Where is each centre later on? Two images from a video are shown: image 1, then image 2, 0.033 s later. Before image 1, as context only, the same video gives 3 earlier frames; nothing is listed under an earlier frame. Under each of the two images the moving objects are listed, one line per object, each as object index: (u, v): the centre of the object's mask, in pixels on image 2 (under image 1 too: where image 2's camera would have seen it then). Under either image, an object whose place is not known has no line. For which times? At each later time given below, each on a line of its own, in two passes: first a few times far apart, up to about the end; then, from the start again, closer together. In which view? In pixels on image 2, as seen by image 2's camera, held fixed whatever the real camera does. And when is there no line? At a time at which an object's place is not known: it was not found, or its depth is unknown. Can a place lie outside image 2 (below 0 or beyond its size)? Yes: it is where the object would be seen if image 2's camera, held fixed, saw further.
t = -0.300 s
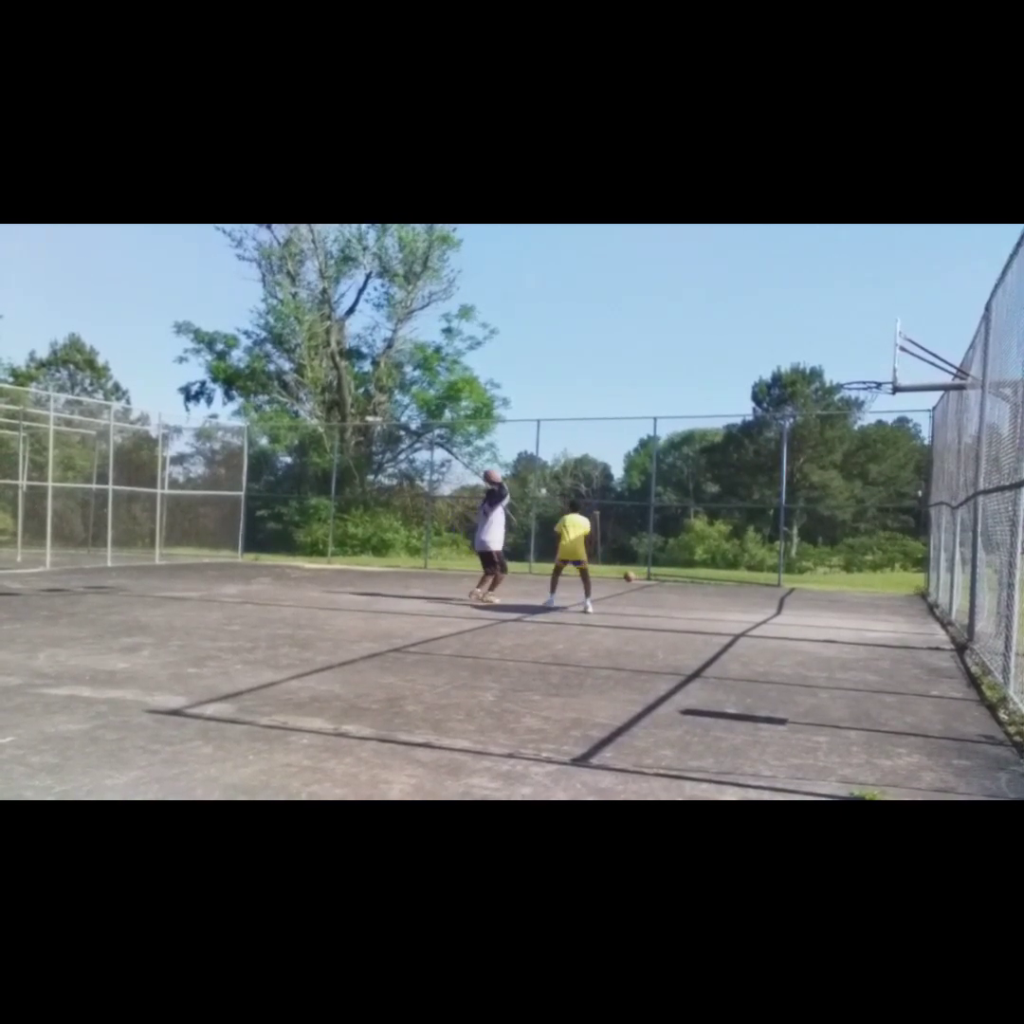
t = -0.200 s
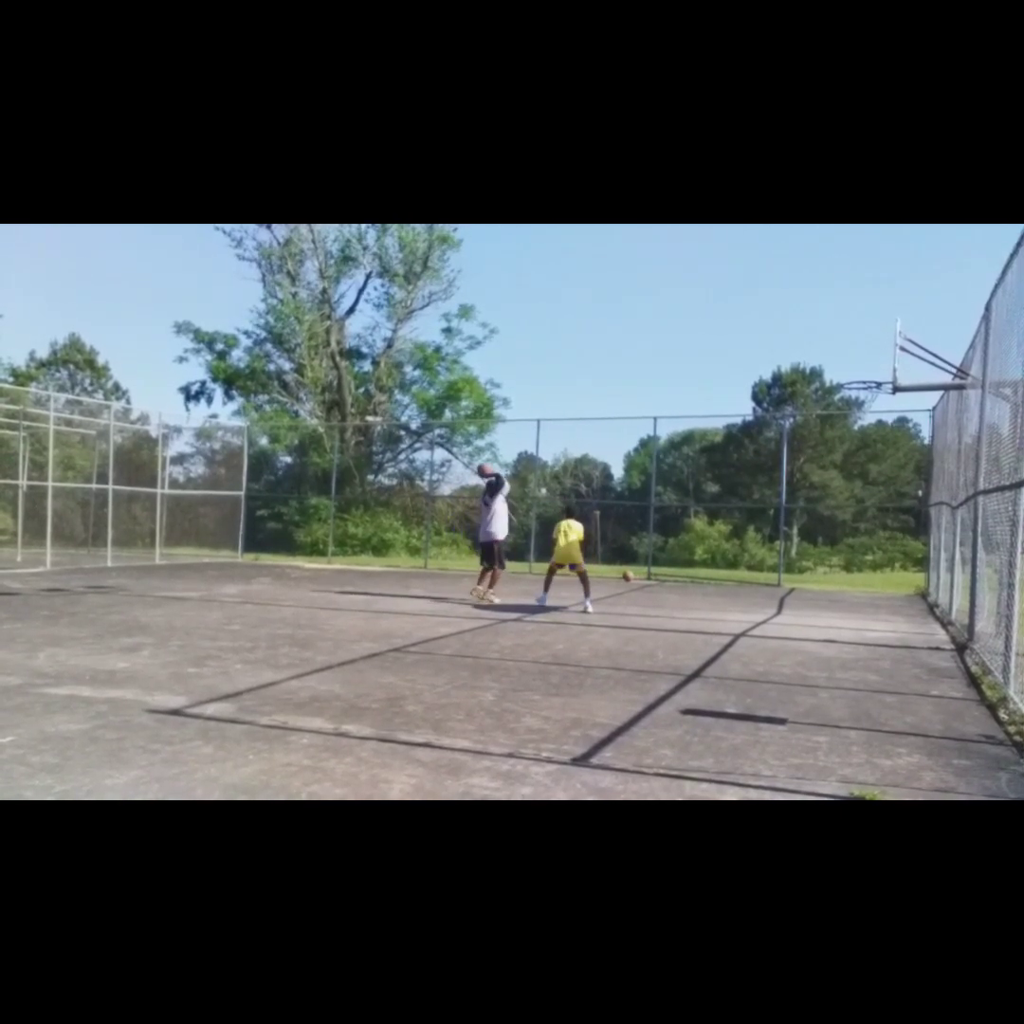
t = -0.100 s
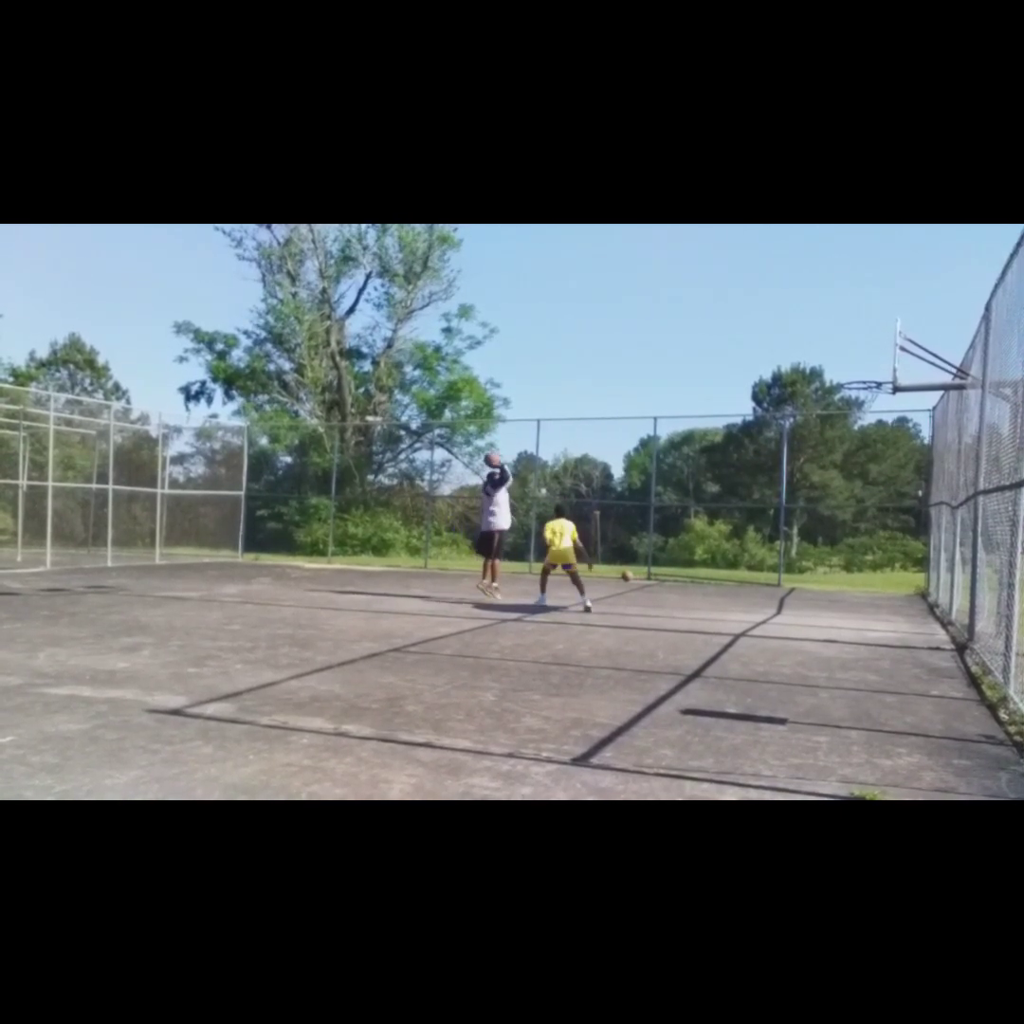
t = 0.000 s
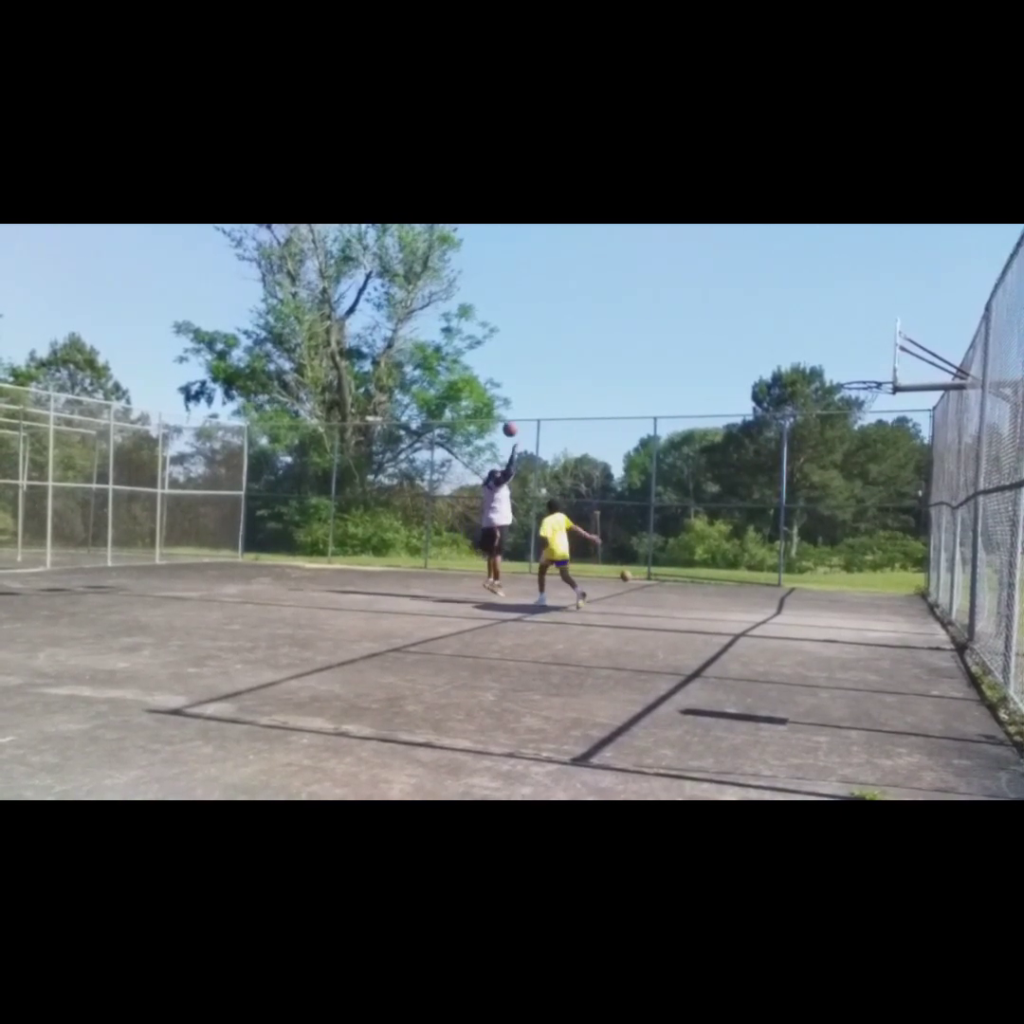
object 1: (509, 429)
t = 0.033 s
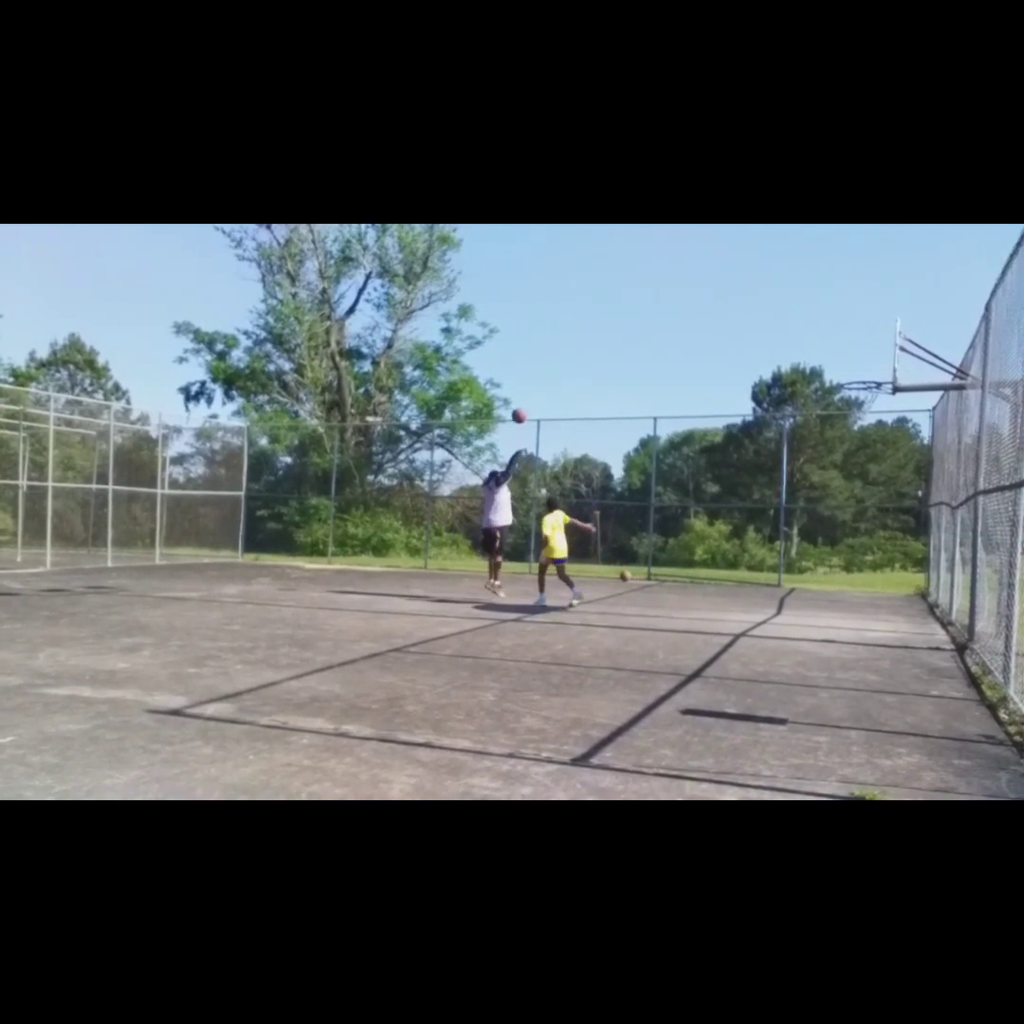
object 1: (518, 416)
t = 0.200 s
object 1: (564, 356)
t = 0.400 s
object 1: (620, 305)
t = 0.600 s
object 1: (677, 280)
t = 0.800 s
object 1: (736, 280)
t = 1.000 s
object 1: (797, 308)
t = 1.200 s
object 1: (862, 366)
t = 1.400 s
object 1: (880, 327)
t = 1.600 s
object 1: (861, 311)
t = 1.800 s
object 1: (842, 325)
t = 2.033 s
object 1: (821, 378)
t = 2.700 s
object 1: (775, 538)
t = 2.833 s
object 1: (780, 491)
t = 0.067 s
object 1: (527, 403)
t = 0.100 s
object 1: (537, 390)
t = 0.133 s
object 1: (546, 378)
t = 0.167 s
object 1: (554, 367)
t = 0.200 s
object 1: (564, 356)
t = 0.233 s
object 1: (573, 345)
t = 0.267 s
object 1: (582, 336)
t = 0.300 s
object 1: (592, 327)
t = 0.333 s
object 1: (601, 319)
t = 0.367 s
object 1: (611, 312)
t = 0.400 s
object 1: (620, 305)
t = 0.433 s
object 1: (629, 299)
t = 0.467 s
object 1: (639, 294)
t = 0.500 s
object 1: (648, 289)
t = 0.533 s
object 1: (658, 285)
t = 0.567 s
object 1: (668, 282)
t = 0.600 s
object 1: (677, 280)
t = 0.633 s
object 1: (687, 277)
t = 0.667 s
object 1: (697, 276)
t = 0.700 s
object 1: (706, 276)
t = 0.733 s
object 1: (716, 277)
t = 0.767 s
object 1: (726, 278)
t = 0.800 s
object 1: (736, 280)
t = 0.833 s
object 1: (746, 282)
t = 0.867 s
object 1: (756, 286)
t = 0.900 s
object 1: (766, 290)
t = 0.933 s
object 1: (777, 296)
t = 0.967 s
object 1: (787, 301)
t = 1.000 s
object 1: (797, 308)
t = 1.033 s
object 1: (807, 315)
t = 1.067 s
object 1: (818, 324)
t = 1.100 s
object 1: (829, 333)
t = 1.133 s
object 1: (839, 343)
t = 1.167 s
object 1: (851, 354)
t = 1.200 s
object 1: (862, 366)
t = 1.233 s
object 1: (870, 370)
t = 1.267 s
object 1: (874, 359)
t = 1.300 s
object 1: (878, 349)
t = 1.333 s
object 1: (883, 340)
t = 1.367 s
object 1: (884, 332)
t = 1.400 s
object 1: (880, 327)
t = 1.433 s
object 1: (877, 322)
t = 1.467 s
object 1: (873, 319)
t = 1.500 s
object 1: (870, 315)
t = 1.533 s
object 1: (867, 313)
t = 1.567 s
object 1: (864, 312)
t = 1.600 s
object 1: (861, 311)
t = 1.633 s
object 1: (858, 311)
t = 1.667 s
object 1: (855, 313)
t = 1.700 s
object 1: (852, 314)
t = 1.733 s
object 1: (849, 317)
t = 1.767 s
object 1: (846, 321)
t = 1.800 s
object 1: (842, 325)
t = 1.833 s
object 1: (839, 330)
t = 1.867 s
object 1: (836, 337)
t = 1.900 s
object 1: (833, 343)
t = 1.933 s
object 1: (830, 351)
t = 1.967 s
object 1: (827, 359)
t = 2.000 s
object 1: (824, 369)
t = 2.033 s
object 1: (821, 378)
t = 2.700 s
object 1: (775, 538)
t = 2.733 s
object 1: (778, 525)
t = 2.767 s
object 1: (779, 513)
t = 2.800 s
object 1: (779, 502)
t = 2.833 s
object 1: (780, 491)
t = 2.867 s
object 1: (781, 481)
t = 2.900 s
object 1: (784, 472)
